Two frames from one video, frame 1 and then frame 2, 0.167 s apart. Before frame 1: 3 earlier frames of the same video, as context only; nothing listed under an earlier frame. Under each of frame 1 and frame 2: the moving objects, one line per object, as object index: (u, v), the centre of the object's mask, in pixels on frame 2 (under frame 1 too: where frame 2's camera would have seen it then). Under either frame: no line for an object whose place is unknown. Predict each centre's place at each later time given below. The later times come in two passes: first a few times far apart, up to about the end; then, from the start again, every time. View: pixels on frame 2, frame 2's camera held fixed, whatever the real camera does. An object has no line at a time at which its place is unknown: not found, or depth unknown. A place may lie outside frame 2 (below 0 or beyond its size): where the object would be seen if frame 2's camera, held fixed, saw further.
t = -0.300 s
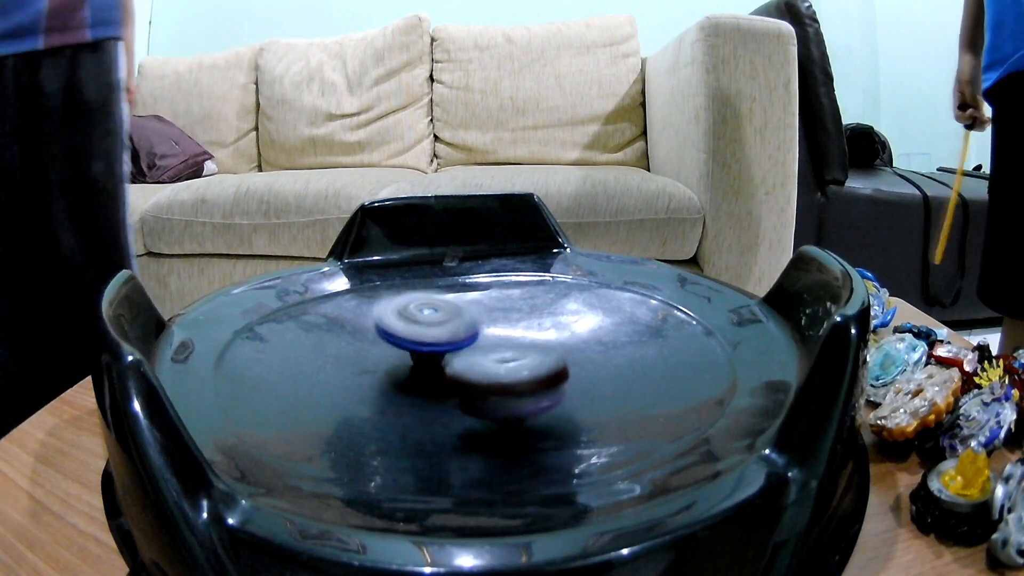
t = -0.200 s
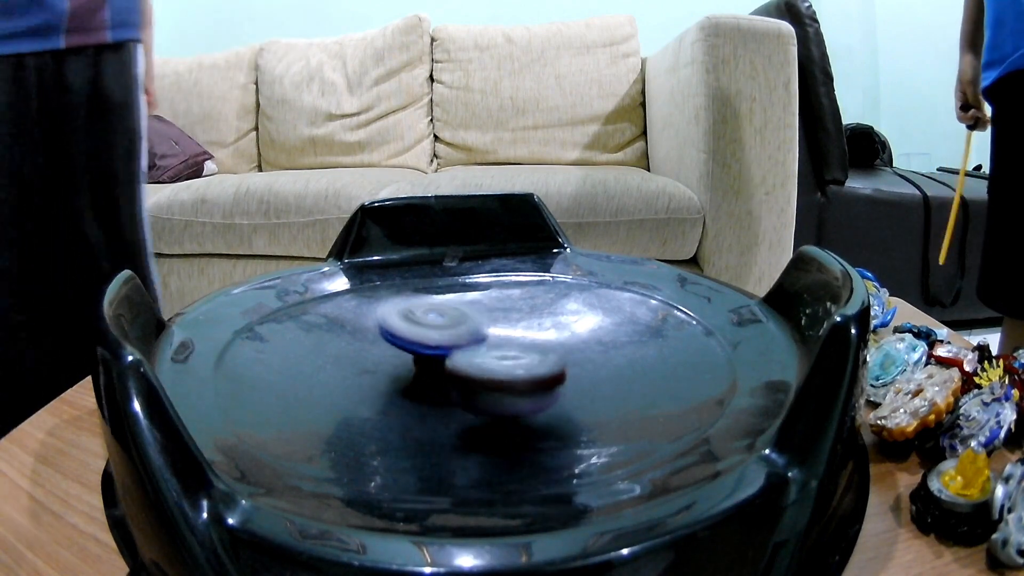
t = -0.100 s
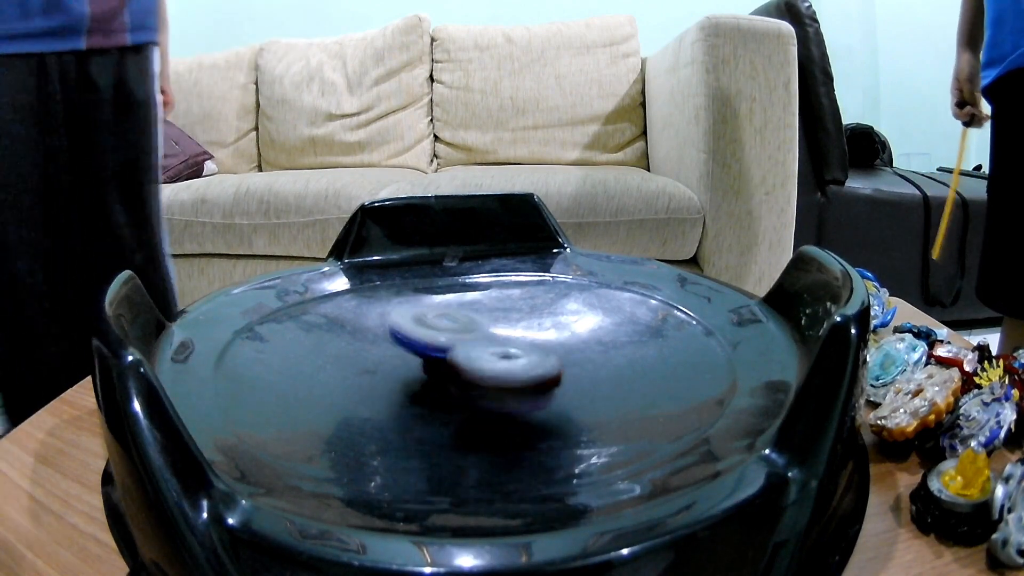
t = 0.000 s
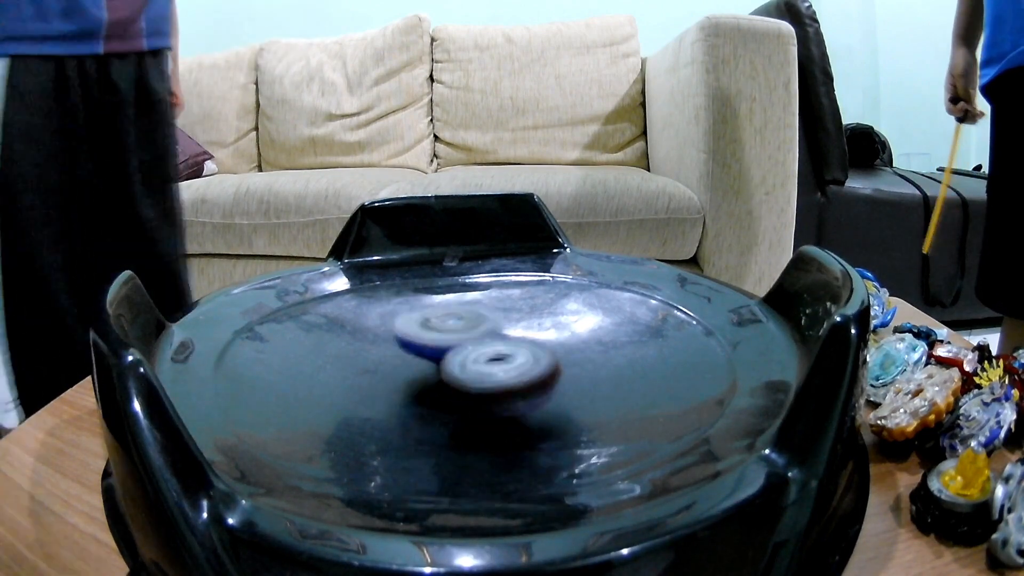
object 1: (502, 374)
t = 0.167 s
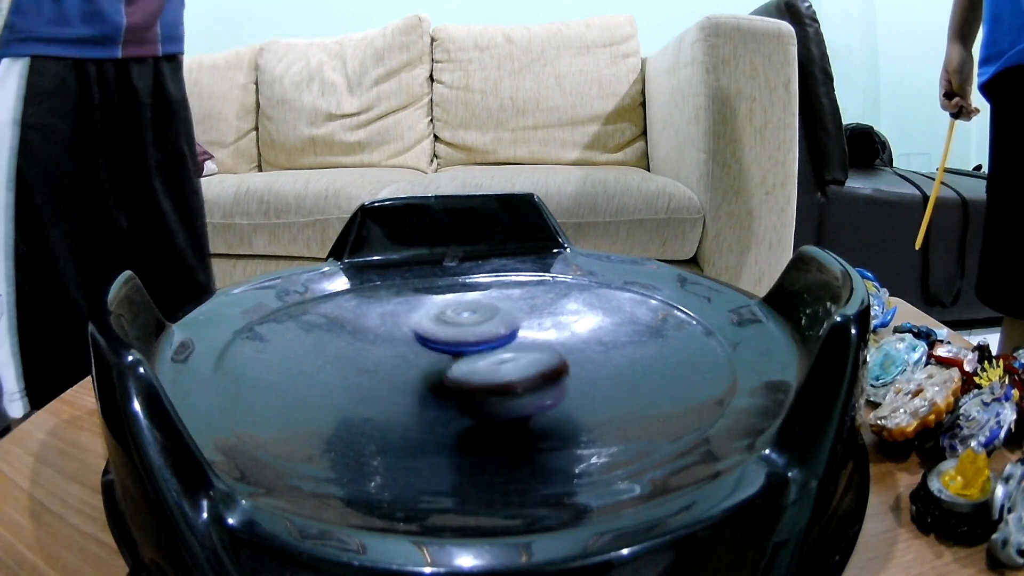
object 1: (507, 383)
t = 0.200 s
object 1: (506, 383)
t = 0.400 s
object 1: (501, 379)
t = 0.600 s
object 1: (492, 381)
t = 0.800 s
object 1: (501, 377)
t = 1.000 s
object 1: (516, 375)
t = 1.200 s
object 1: (529, 371)
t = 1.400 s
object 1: (527, 368)
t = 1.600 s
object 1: (516, 366)
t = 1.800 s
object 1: (510, 368)
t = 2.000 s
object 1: (507, 371)
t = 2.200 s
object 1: (513, 374)
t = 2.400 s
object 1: (508, 375)
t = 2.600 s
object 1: (508, 374)
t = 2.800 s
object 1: (526, 369)
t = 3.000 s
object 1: (543, 369)
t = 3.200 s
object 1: (512, 364)
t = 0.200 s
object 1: (506, 383)
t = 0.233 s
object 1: (505, 384)
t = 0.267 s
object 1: (505, 384)
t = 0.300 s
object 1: (504, 383)
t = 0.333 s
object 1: (503, 382)
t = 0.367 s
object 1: (502, 380)
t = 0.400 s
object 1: (501, 379)
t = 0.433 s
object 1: (500, 378)
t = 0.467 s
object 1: (495, 381)
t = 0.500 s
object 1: (490, 381)
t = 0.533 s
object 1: (490, 382)
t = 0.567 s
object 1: (491, 380)
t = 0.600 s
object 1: (492, 381)
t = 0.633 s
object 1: (492, 380)
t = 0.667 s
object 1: (492, 380)
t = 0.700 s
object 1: (492, 379)
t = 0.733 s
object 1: (495, 378)
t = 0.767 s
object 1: (495, 376)
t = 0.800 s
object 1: (501, 377)
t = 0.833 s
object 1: (506, 377)
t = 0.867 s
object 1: (507, 377)
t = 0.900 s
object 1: (508, 377)
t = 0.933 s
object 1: (509, 377)
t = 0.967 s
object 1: (512, 375)
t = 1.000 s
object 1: (516, 375)
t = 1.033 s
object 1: (519, 375)
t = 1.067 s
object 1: (520, 375)
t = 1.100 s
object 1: (523, 371)
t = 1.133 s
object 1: (526, 372)
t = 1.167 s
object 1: (530, 371)
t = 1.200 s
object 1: (529, 371)
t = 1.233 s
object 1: (526, 369)
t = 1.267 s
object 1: (527, 369)
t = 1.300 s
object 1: (527, 368)
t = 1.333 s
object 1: (527, 368)
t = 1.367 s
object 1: (527, 367)
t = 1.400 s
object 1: (527, 368)
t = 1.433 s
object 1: (526, 369)
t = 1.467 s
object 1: (525, 369)
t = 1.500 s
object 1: (520, 370)
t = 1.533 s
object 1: (516, 368)
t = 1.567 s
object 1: (516, 367)
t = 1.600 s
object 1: (516, 366)
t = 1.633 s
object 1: (517, 369)
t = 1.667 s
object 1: (515, 370)
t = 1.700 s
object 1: (516, 369)
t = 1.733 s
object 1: (513, 369)
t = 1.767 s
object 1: (511, 369)
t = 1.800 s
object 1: (510, 368)
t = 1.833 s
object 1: (511, 368)
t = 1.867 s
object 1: (510, 370)
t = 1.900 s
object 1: (512, 369)
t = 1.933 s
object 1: (510, 371)
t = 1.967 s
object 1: (508, 371)
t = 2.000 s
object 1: (507, 371)
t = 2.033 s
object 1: (506, 370)
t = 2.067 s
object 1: (511, 369)
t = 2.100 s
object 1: (511, 372)
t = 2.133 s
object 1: (513, 372)
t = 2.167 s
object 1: (517, 374)
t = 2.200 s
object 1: (513, 374)
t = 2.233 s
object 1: (509, 376)
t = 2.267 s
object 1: (509, 376)
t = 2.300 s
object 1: (511, 377)
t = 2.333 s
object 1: (513, 378)
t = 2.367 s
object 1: (510, 378)
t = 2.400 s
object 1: (508, 375)
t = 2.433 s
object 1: (504, 376)
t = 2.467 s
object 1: (503, 379)
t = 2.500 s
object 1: (509, 377)
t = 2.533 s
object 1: (507, 376)
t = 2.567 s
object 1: (507, 376)
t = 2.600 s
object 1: (508, 374)
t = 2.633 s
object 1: (508, 374)
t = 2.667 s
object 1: (509, 372)
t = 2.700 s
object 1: (510, 369)
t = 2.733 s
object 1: (511, 366)
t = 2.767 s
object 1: (513, 365)
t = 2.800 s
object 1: (526, 369)
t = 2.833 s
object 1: (534, 367)
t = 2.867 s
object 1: (540, 364)
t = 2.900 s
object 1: (545, 367)
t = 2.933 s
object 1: (545, 367)
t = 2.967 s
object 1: (546, 368)
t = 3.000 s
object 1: (543, 369)
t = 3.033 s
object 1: (543, 372)
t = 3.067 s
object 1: (540, 368)
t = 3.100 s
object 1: (535, 365)
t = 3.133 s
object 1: (528, 369)
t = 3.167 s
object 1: (521, 364)
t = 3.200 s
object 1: (512, 364)
